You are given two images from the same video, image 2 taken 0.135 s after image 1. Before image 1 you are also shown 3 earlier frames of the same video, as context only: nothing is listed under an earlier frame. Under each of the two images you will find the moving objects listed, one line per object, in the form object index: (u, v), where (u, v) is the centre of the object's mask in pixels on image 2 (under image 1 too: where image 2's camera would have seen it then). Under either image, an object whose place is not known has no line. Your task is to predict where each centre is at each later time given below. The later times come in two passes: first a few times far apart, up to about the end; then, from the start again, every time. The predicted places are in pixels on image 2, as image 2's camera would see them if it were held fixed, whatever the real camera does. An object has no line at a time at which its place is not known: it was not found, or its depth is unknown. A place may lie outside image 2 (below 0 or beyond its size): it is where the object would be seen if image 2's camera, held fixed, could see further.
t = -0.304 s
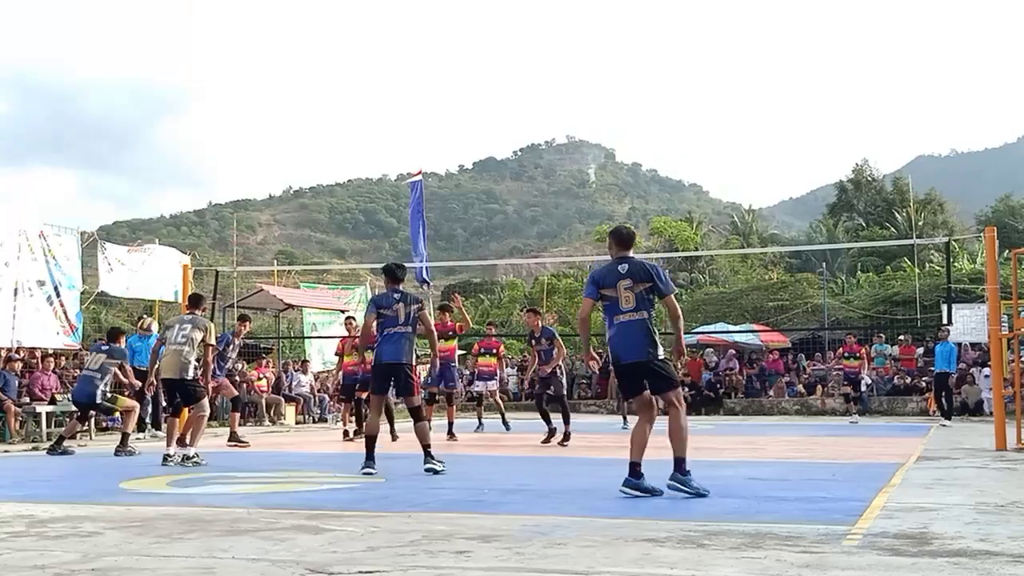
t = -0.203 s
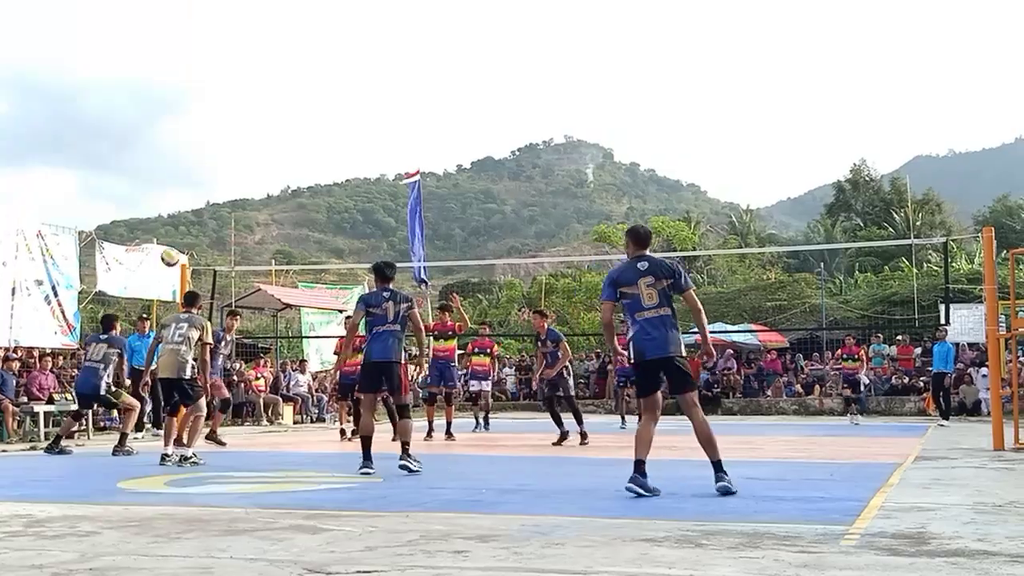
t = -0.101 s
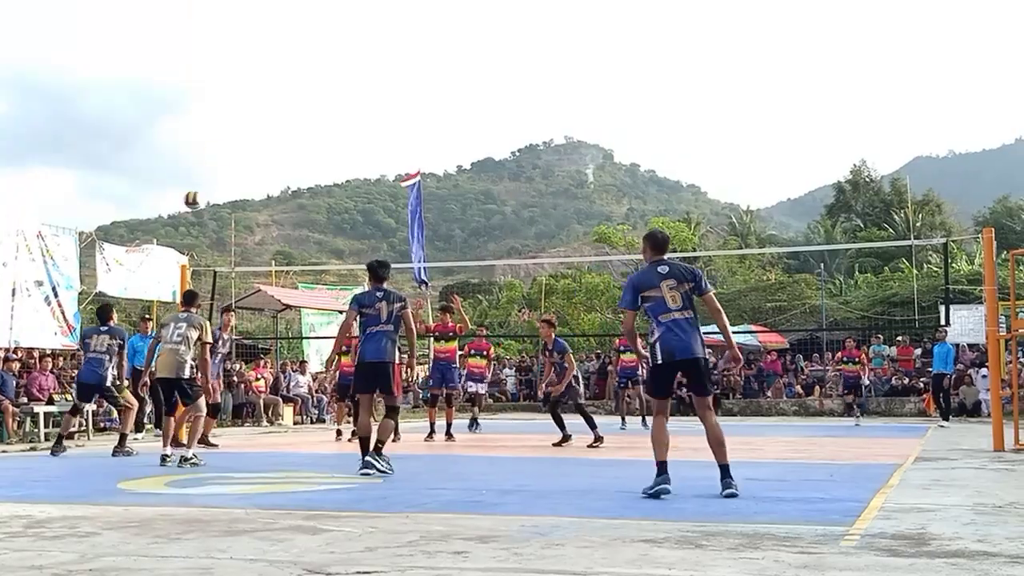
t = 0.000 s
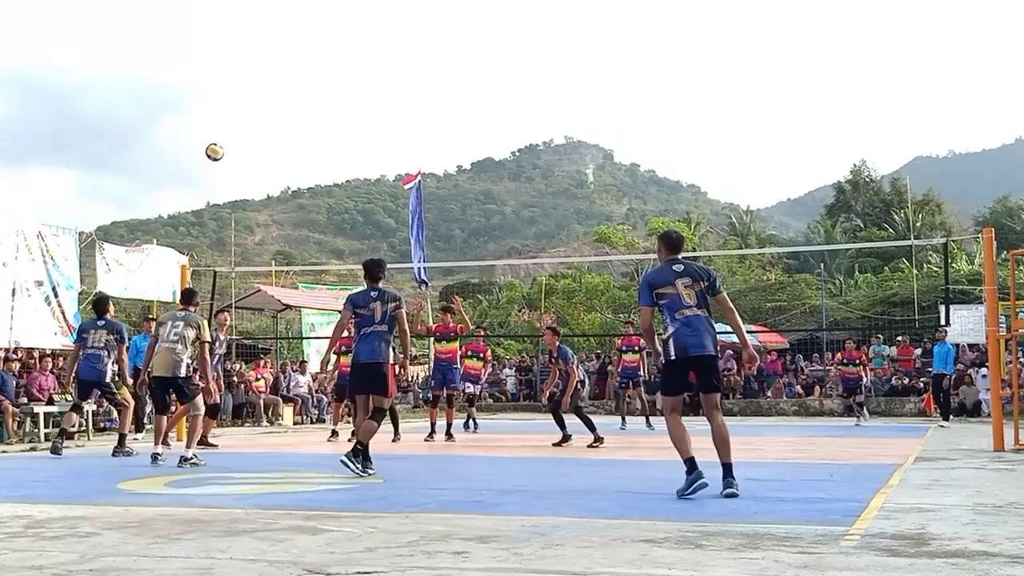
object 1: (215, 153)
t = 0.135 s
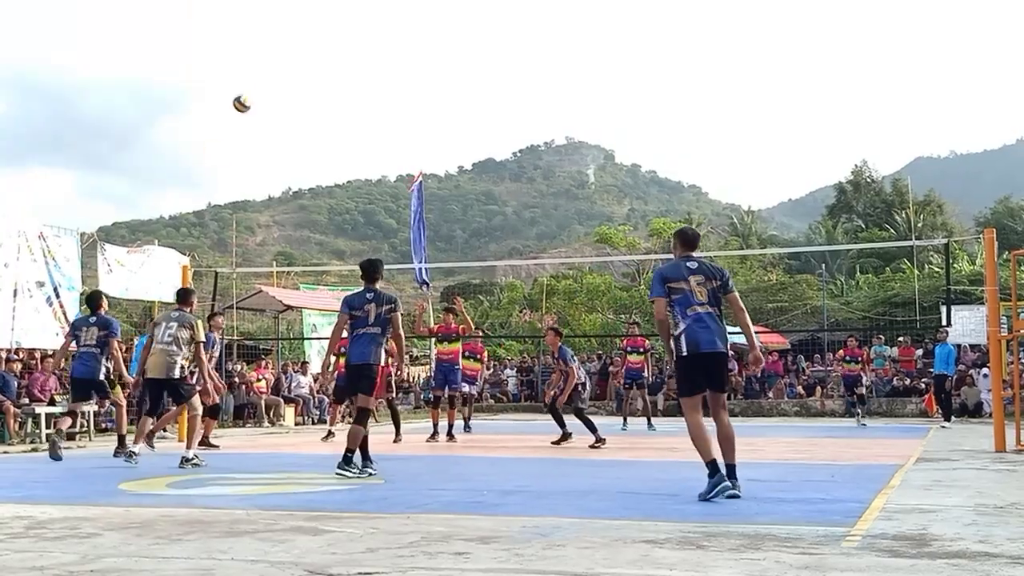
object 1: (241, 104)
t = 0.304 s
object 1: (270, 64)
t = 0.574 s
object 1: (316, 50)
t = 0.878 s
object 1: (361, 101)
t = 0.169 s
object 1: (247, 94)
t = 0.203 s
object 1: (254, 85)
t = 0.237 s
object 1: (259, 77)
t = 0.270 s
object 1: (265, 70)
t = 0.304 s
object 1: (270, 64)
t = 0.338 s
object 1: (277, 59)
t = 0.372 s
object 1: (283, 55)
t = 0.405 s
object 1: (289, 52)
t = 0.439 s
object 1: (294, 50)
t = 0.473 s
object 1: (299, 49)
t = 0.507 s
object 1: (305, 49)
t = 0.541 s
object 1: (311, 49)
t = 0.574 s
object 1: (316, 50)
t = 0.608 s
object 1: (321, 53)
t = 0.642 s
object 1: (326, 55)
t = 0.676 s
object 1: (331, 60)
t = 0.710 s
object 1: (337, 65)
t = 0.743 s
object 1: (342, 70)
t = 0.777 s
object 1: (347, 77)
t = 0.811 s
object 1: (351, 84)
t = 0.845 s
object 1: (356, 92)
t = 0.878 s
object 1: (361, 101)
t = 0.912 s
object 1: (367, 111)
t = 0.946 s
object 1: (372, 122)
